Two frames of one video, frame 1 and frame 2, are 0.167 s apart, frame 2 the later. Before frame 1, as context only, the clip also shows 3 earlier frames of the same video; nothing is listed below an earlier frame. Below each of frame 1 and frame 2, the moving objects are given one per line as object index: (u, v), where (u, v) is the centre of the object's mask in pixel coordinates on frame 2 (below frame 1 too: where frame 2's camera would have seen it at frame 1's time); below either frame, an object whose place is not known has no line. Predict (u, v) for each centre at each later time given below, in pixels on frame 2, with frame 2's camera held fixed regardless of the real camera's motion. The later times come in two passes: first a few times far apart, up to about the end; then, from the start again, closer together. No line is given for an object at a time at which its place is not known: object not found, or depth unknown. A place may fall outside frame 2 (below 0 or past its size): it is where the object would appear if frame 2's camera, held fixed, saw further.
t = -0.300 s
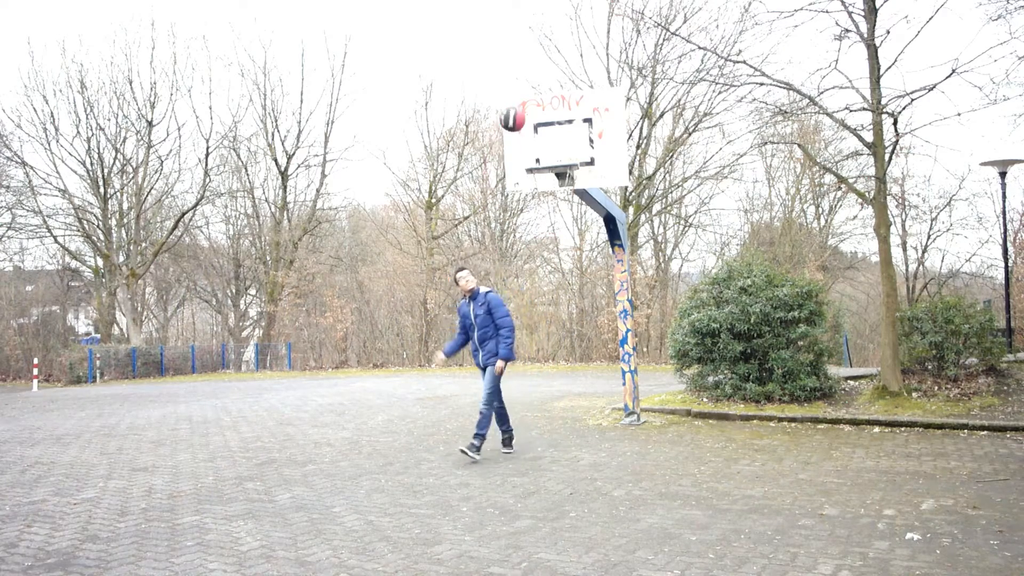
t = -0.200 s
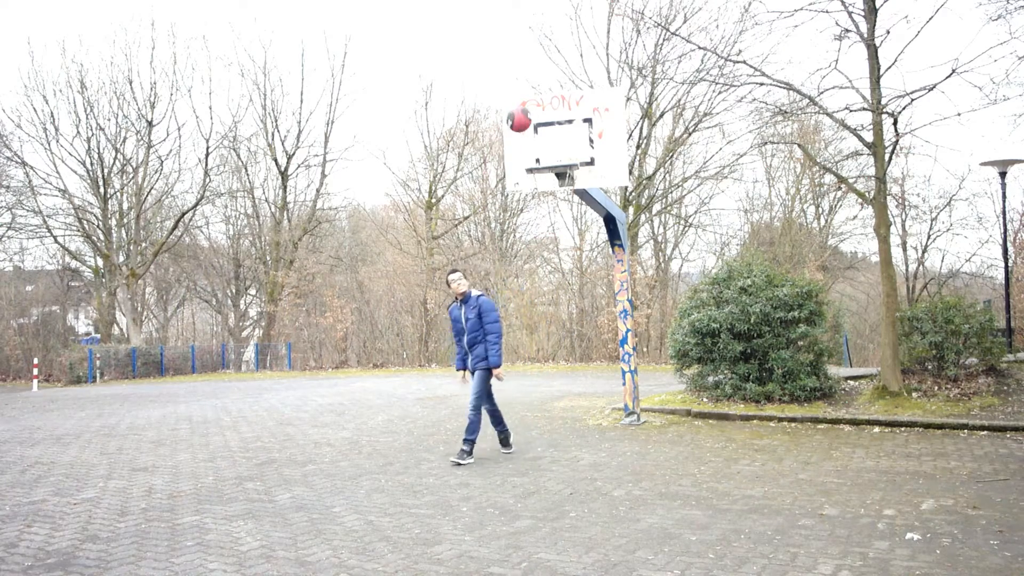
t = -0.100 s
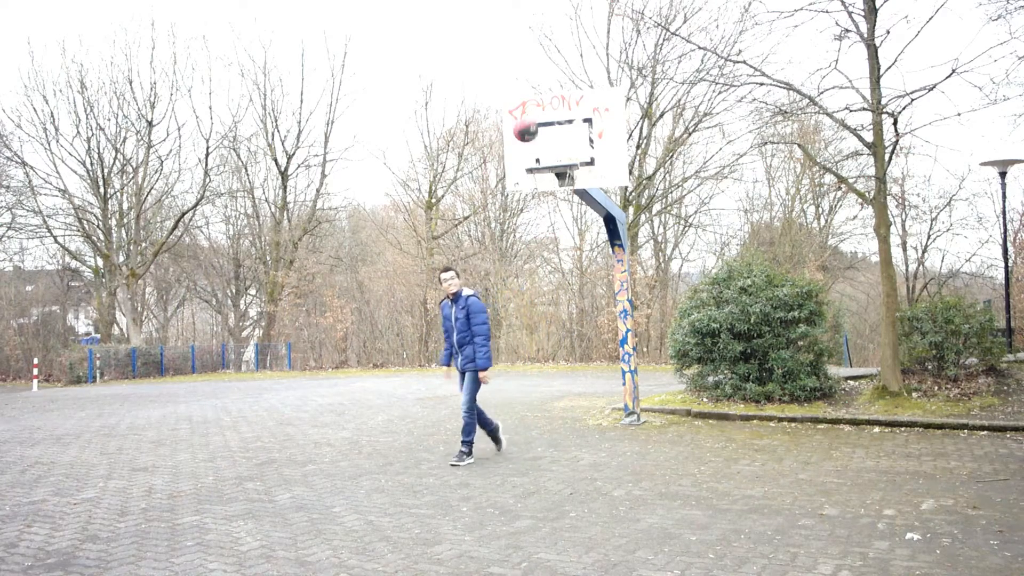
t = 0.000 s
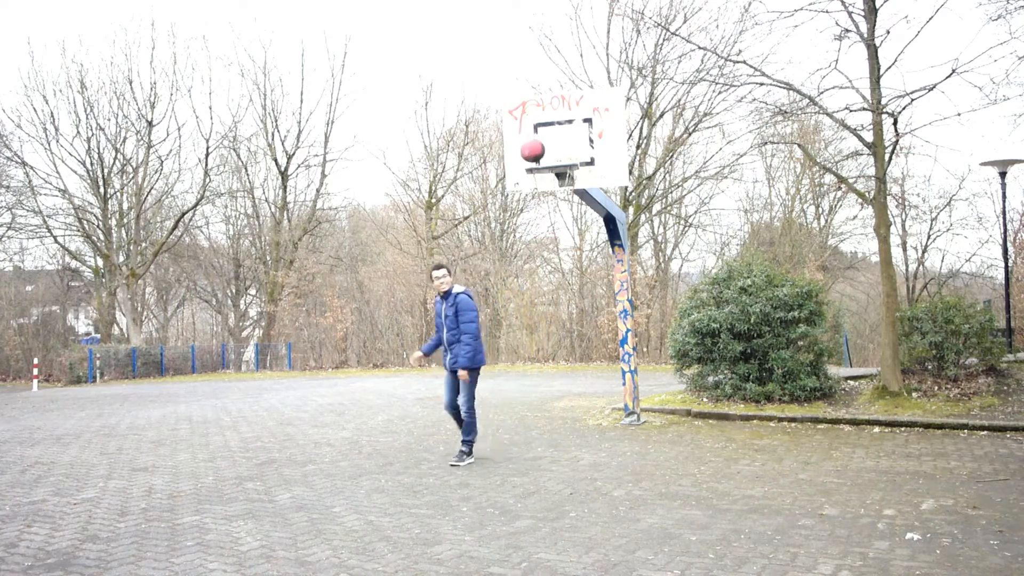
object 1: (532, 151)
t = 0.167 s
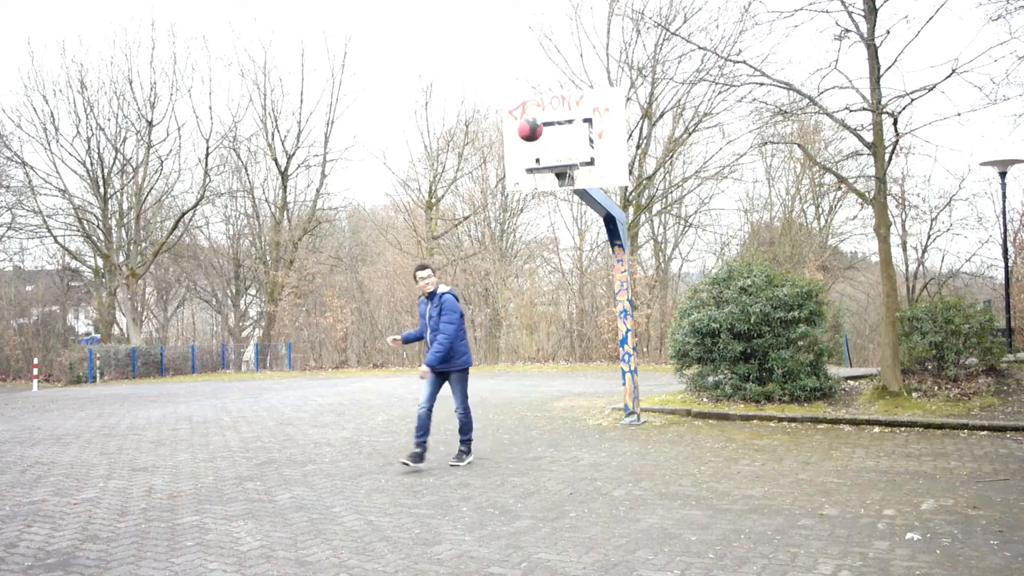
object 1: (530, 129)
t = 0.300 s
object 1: (527, 125)
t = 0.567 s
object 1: (519, 145)
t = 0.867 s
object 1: (495, 150)
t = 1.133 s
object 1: (475, 237)
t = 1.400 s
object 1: (457, 411)
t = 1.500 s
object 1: (450, 422)
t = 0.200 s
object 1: (529, 127)
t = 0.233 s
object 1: (529, 125)
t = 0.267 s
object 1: (528, 125)
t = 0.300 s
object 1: (527, 125)
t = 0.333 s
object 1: (527, 128)
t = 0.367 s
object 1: (526, 131)
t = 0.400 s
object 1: (525, 135)
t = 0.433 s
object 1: (525, 141)
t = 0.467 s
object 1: (524, 148)
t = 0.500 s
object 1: (524, 155)
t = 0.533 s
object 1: (521, 151)
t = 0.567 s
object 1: (519, 145)
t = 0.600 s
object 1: (516, 141)
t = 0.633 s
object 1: (513, 138)
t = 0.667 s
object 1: (510, 136)
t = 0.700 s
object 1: (508, 136)
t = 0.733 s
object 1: (505, 136)
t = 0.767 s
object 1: (502, 138)
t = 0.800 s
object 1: (500, 140)
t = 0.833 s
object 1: (497, 144)
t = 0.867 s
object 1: (495, 150)
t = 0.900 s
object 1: (492, 156)
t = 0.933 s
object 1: (490, 164)
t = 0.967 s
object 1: (488, 172)
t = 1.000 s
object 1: (485, 182)
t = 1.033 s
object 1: (482, 193)
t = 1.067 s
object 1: (480, 206)
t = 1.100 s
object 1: (477, 220)
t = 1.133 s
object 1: (475, 237)
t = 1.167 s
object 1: (473, 253)
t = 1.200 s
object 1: (472, 271)
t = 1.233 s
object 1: (468, 290)
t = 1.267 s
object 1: (466, 311)
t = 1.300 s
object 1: (464, 334)
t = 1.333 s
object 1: (461, 359)
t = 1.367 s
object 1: (458, 385)
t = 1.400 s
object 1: (457, 411)
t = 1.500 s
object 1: (450, 422)
